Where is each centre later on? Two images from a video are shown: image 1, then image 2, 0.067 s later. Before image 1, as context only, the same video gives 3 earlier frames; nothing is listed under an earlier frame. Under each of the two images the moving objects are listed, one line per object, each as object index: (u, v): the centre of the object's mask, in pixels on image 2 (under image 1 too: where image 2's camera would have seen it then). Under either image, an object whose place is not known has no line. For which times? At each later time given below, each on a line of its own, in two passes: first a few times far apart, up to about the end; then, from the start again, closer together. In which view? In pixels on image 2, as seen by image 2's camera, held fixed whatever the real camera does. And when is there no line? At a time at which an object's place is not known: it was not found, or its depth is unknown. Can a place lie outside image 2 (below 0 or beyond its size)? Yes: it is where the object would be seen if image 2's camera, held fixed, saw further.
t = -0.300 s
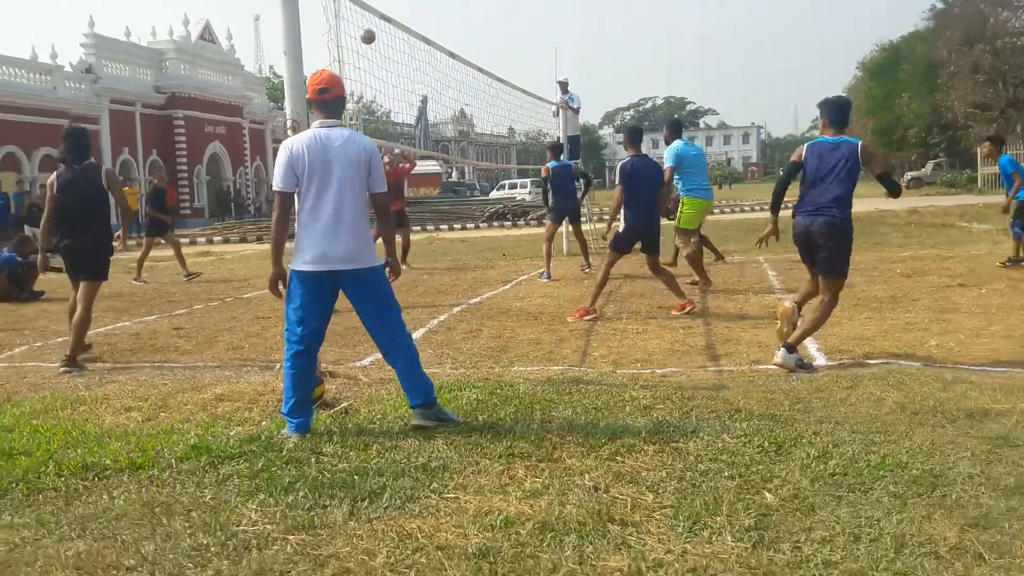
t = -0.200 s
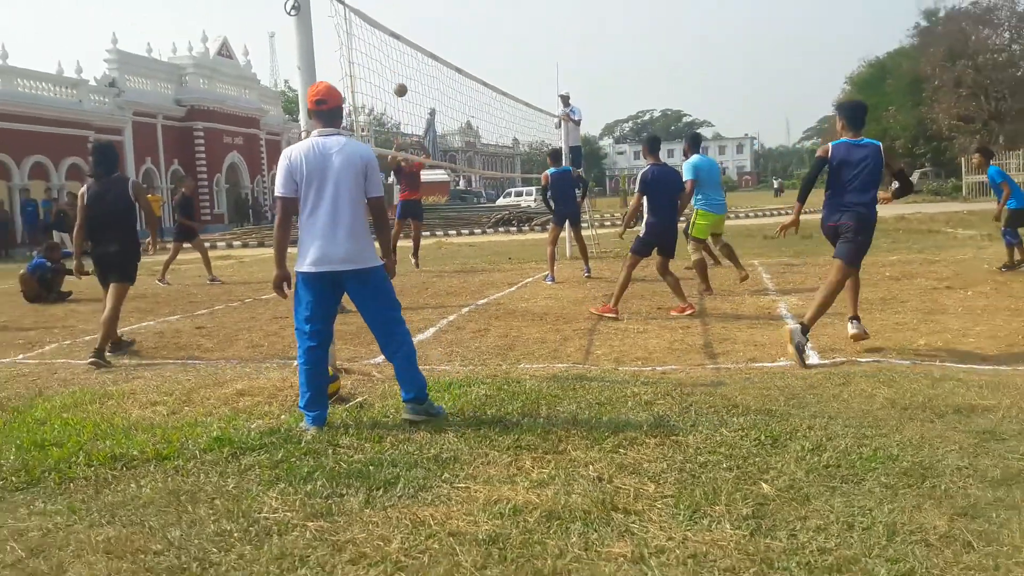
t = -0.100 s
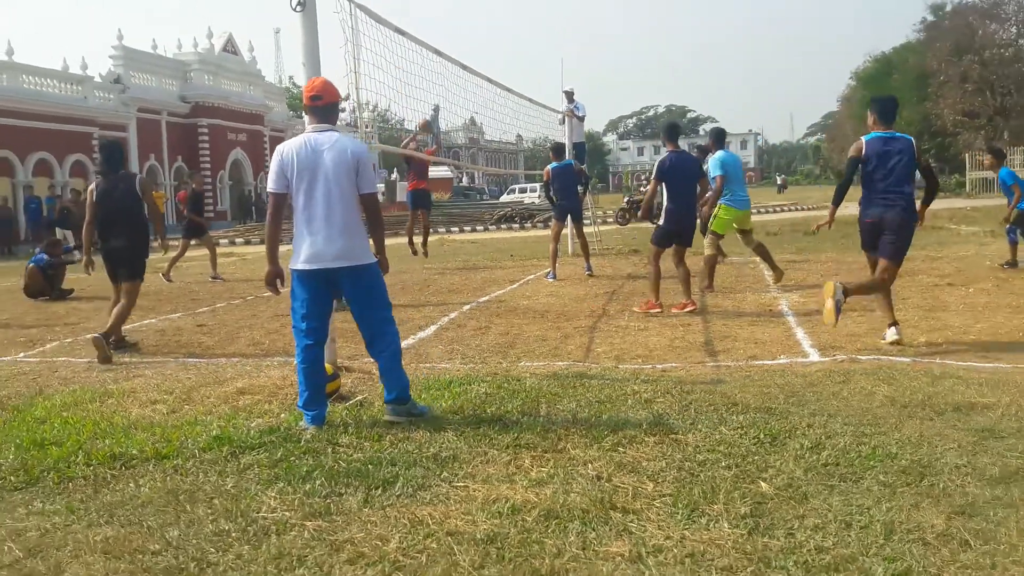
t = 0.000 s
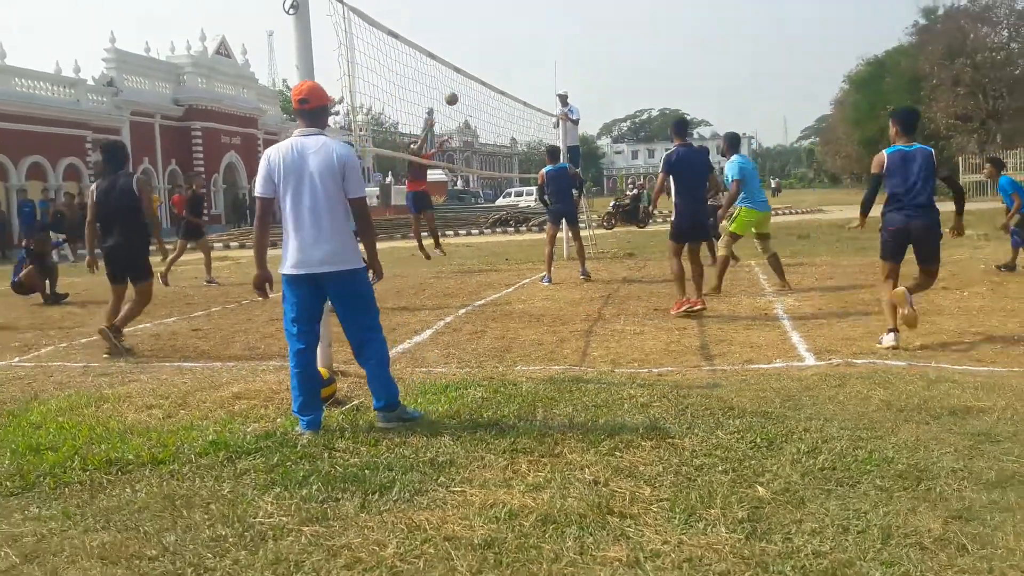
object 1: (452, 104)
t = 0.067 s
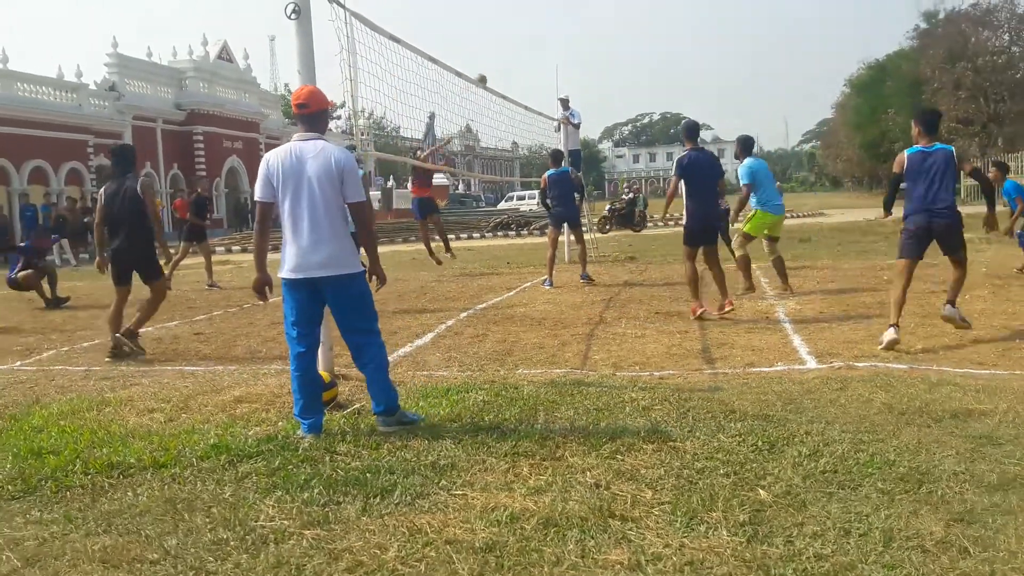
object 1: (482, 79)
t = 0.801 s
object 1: (885, 37)
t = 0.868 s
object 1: (931, 53)
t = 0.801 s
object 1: (885, 37)
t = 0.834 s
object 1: (905, 41)
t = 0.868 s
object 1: (931, 53)
